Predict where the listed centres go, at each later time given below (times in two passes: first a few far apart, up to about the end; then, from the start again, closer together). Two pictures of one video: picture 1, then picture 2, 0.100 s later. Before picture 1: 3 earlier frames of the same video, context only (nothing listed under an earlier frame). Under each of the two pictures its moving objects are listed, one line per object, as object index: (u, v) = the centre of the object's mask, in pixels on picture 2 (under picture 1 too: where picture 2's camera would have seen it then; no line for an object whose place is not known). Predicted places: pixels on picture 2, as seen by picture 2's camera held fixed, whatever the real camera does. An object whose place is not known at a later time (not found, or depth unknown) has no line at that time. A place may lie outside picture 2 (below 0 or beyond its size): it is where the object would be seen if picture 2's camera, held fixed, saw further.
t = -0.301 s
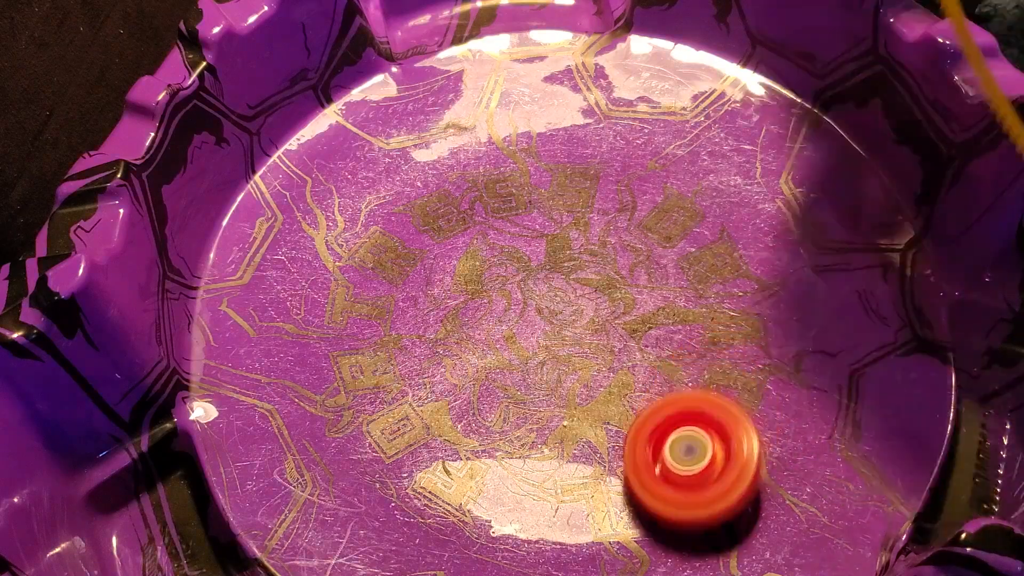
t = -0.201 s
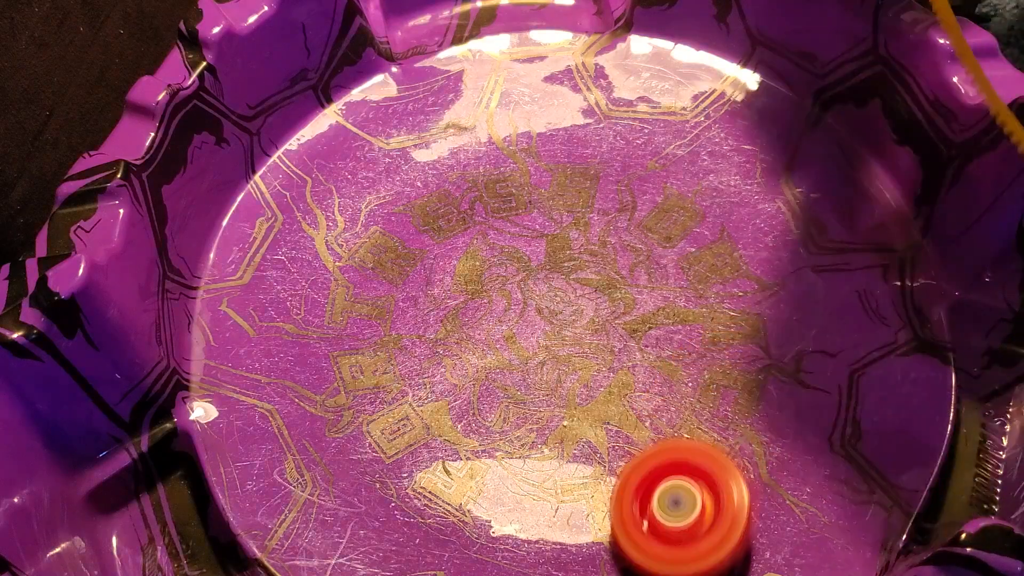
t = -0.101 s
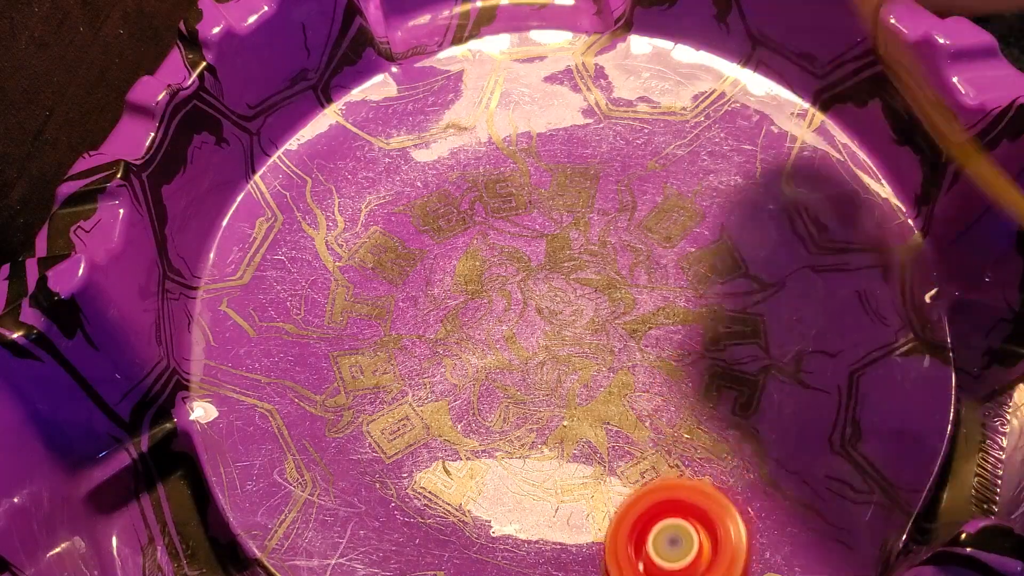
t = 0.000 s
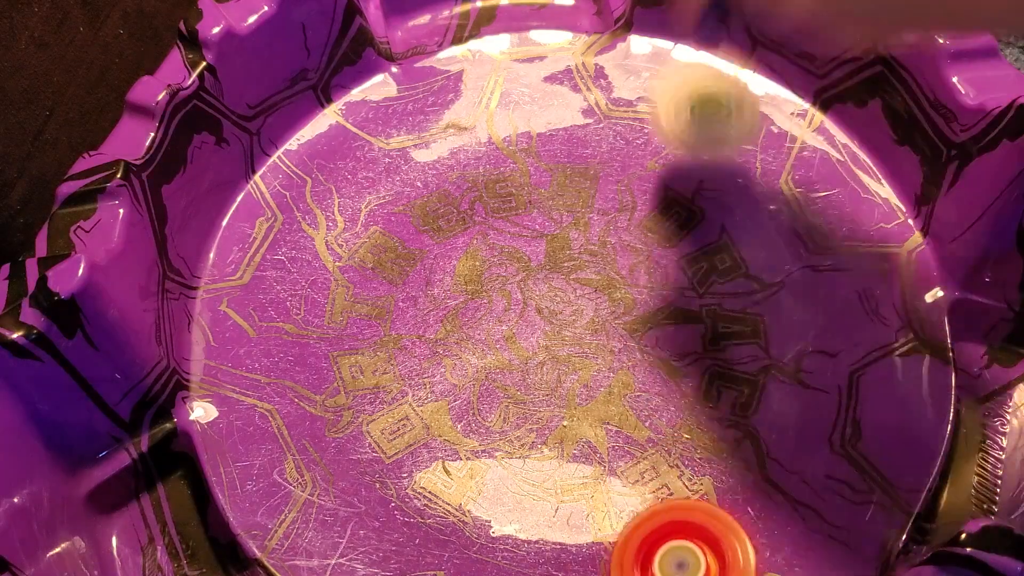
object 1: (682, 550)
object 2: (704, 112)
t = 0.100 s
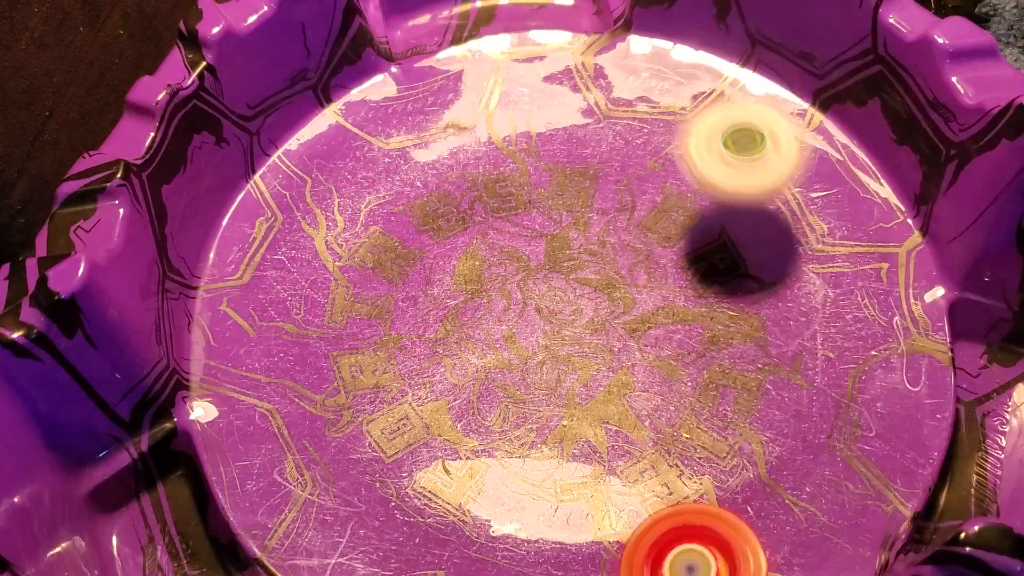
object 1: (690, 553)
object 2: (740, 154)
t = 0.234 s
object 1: (697, 540)
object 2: (744, 291)
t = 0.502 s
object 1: (626, 360)
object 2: (450, 207)
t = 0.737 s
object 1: (453, 116)
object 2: (522, 34)
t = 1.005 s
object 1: (368, 259)
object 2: (498, 242)
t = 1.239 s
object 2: (465, 306)
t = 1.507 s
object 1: (387, 408)
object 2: (360, 175)
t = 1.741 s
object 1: (542, 353)
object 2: (688, 162)
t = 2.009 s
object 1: (505, 274)
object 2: (801, 432)
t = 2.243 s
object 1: (357, 243)
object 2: (477, 535)
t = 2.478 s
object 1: (311, 263)
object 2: (411, 341)
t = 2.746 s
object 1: (477, 111)
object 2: (672, 508)
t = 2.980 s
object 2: (505, 549)
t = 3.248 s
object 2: (463, 291)
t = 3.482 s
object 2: (683, 420)
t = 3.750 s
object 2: (662, 553)
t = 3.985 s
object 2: (455, 463)
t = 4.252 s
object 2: (594, 240)
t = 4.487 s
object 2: (811, 214)
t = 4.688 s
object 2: (908, 351)
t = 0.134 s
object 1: (692, 551)
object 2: (746, 187)
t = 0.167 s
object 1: (695, 549)
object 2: (748, 238)
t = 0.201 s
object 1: (695, 545)
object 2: (747, 268)
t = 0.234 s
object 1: (697, 540)
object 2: (744, 291)
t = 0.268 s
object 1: (698, 530)
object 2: (734, 330)
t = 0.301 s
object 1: (696, 523)
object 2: (719, 351)
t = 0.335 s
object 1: (693, 516)
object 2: (696, 379)
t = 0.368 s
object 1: (731, 540)
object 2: (639, 350)
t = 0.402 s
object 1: (725, 518)
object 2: (572, 304)
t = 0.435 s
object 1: (691, 468)
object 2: (522, 270)
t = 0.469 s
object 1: (655, 426)
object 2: (480, 239)
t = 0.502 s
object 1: (626, 360)
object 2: (450, 207)
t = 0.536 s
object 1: (595, 323)
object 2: (429, 173)
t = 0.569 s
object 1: (568, 281)
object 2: (419, 143)
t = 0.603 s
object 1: (542, 242)
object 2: (422, 112)
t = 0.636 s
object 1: (519, 194)
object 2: (434, 83)
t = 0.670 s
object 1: (496, 165)
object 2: (455, 61)
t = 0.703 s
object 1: (475, 137)
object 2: (484, 42)
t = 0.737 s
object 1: (453, 116)
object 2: (522, 34)
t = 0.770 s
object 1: (430, 101)
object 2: (564, 30)
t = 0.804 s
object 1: (406, 97)
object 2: (578, 43)
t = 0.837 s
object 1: (400, 108)
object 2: (570, 85)
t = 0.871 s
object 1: (394, 128)
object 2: (561, 129)
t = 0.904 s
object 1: (388, 155)
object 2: (549, 165)
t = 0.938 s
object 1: (382, 184)
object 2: (535, 194)
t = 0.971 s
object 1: (377, 222)
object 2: (515, 221)
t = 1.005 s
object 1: (368, 259)
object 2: (498, 242)
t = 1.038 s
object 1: (323, 308)
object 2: (509, 255)
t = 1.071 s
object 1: (282, 359)
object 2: (516, 266)
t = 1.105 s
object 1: (244, 417)
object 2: (518, 277)
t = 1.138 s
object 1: (215, 481)
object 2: (513, 286)
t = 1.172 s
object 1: (199, 527)
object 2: (502, 294)
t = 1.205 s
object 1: (205, 561)
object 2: (486, 301)
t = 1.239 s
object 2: (465, 306)
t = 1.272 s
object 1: (267, 553)
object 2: (437, 308)
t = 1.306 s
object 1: (263, 530)
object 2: (408, 311)
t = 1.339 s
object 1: (266, 495)
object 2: (378, 309)
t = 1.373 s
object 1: (278, 444)
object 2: (345, 302)
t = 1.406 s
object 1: (297, 406)
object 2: (309, 280)
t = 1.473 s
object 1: (359, 399)
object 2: (307, 194)
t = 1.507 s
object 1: (387, 408)
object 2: (360, 175)
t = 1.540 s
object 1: (417, 401)
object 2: (410, 156)
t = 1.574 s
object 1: (446, 394)
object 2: (459, 142)
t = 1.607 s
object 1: (472, 386)
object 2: (507, 133)
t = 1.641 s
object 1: (495, 378)
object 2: (556, 130)
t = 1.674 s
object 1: (515, 371)
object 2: (604, 135)
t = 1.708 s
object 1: (531, 362)
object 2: (647, 145)
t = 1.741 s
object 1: (542, 353)
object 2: (688, 162)
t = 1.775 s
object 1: (549, 343)
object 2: (726, 184)
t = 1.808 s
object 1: (553, 334)
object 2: (762, 211)
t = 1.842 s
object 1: (553, 324)
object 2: (791, 242)
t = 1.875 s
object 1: (549, 313)
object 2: (814, 279)
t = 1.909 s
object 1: (542, 303)
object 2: (827, 316)
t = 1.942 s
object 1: (532, 293)
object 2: (829, 356)
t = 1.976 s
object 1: (519, 283)
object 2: (822, 393)
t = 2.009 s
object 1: (505, 274)
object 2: (801, 432)
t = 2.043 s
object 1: (488, 266)
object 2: (773, 468)
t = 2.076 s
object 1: (470, 259)
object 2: (737, 500)
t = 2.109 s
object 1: (449, 253)
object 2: (691, 519)
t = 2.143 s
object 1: (428, 249)
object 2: (638, 529)
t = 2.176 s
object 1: (405, 245)
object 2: (585, 536)
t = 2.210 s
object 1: (381, 243)
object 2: (529, 539)
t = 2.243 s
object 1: (357, 243)
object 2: (477, 535)
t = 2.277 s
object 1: (333, 245)
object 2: (429, 525)
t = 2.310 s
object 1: (314, 249)
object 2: (391, 507)
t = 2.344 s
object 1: (297, 258)
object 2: (367, 471)
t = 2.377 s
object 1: (283, 270)
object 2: (351, 429)
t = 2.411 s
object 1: (252, 264)
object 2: (362, 367)
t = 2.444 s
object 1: (277, 254)
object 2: (388, 356)
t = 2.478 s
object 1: (311, 263)
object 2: (411, 341)
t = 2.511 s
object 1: (346, 246)
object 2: (442, 334)
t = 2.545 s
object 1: (368, 220)
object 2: (490, 355)
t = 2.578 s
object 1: (389, 192)
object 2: (532, 375)
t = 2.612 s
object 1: (410, 167)
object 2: (570, 397)
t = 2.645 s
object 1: (429, 147)
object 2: (604, 421)
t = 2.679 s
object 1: (448, 131)
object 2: (631, 448)
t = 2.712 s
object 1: (464, 118)
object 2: (654, 479)
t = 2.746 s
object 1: (477, 111)
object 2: (672, 508)
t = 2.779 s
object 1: (489, 107)
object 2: (680, 527)
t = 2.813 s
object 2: (676, 541)
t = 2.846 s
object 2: (657, 552)
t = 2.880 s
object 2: (631, 560)
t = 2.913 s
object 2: (593, 559)
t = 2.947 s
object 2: (549, 556)
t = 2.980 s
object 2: (505, 549)
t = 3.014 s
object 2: (466, 536)
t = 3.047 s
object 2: (435, 517)
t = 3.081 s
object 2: (415, 481)
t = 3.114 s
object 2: (409, 438)
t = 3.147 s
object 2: (412, 396)
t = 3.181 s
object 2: (422, 357)
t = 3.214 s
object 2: (438, 323)
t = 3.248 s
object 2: (463, 291)
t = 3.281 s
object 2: (492, 283)
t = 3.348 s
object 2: (551, 343)
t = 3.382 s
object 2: (584, 364)
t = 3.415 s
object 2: (618, 382)
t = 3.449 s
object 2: (652, 400)
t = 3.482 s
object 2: (683, 420)
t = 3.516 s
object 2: (706, 442)
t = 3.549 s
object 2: (728, 461)
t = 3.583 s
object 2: (742, 487)
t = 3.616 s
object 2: (745, 509)
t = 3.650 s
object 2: (737, 525)
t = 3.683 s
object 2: (722, 540)
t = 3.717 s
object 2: (695, 546)
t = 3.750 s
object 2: (662, 553)
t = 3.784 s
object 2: (627, 557)
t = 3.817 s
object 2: (586, 557)
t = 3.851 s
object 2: (546, 553)
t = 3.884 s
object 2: (508, 541)
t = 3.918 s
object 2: (479, 526)
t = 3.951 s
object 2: (461, 500)
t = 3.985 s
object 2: (455, 463)
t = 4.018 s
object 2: (458, 423)
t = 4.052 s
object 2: (465, 388)
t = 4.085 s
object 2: (477, 356)
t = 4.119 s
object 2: (495, 328)
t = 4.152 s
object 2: (515, 302)
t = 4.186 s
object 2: (542, 279)
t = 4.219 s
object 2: (567, 258)
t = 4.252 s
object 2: (594, 240)
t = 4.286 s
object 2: (621, 226)
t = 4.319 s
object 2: (651, 215)
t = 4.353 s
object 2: (681, 208)
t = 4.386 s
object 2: (712, 204)
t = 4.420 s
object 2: (745, 202)
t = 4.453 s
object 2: (779, 204)
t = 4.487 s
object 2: (811, 214)
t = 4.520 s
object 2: (836, 226)
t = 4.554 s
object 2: (863, 245)
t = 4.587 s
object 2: (885, 268)
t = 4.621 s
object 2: (899, 295)
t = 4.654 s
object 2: (907, 322)
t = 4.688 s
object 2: (908, 351)
